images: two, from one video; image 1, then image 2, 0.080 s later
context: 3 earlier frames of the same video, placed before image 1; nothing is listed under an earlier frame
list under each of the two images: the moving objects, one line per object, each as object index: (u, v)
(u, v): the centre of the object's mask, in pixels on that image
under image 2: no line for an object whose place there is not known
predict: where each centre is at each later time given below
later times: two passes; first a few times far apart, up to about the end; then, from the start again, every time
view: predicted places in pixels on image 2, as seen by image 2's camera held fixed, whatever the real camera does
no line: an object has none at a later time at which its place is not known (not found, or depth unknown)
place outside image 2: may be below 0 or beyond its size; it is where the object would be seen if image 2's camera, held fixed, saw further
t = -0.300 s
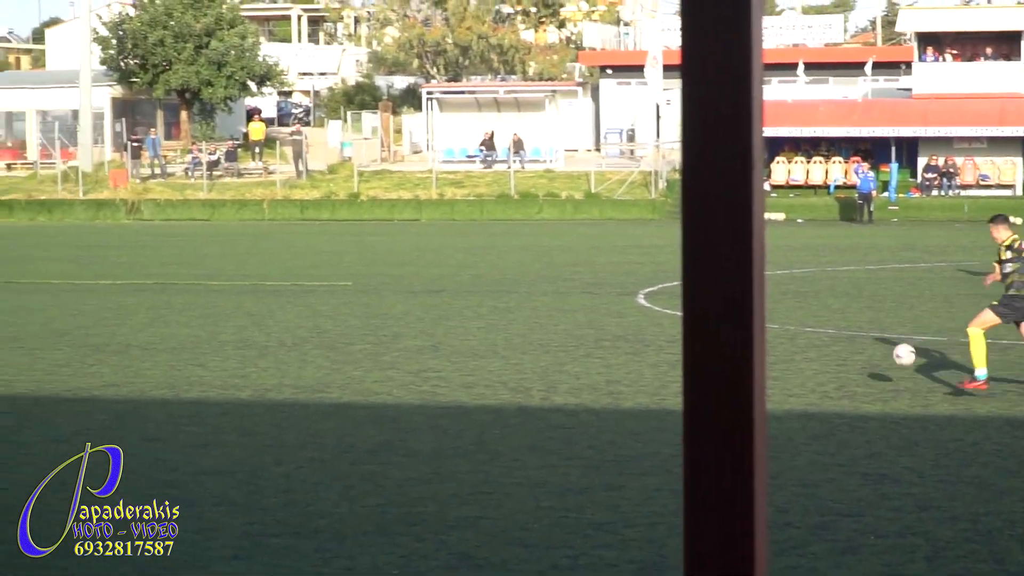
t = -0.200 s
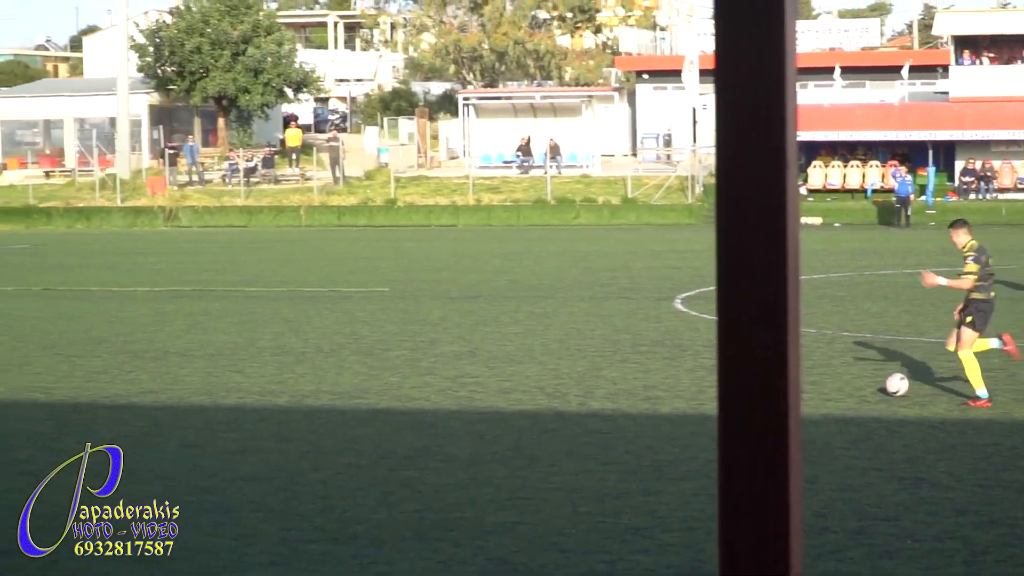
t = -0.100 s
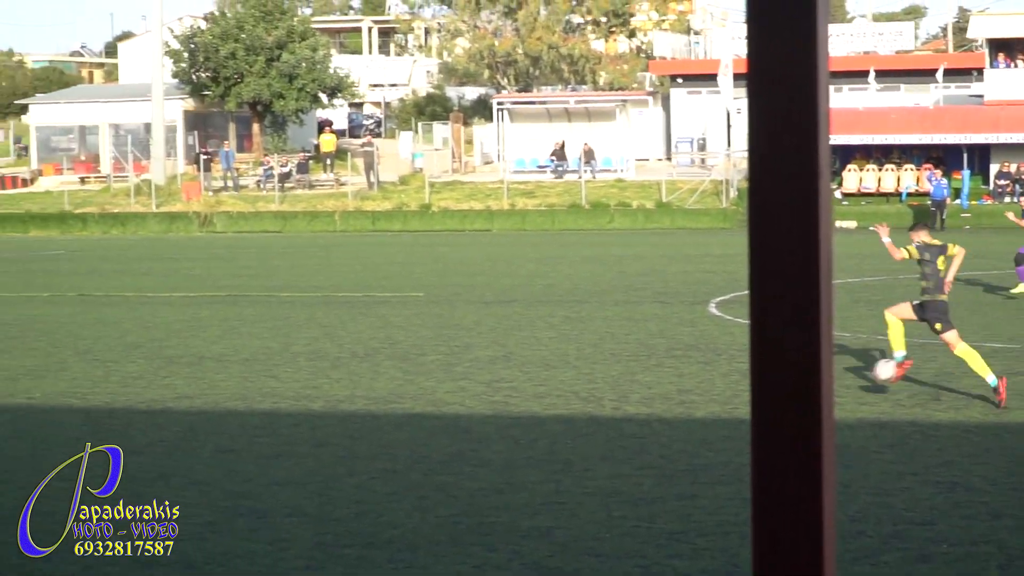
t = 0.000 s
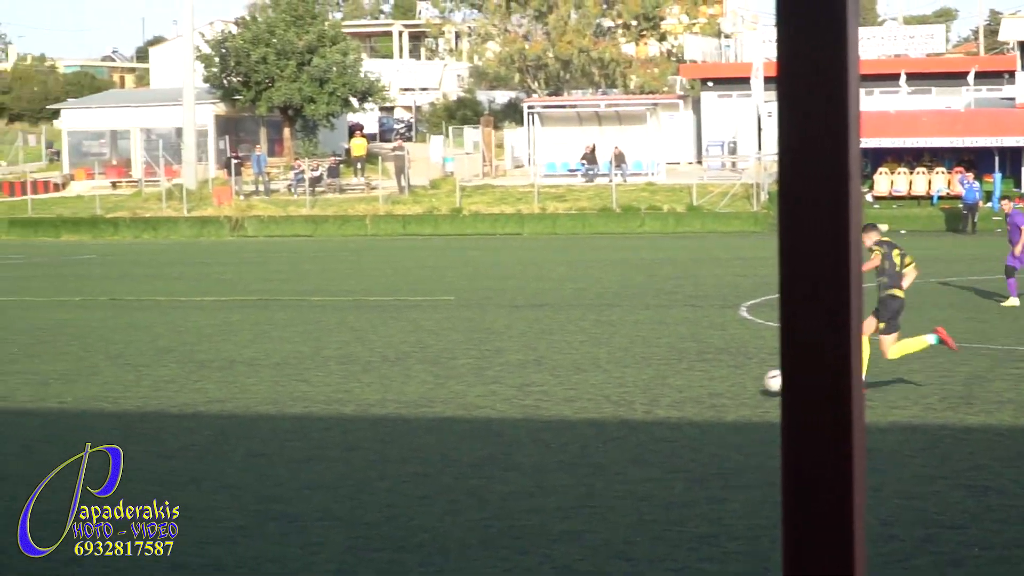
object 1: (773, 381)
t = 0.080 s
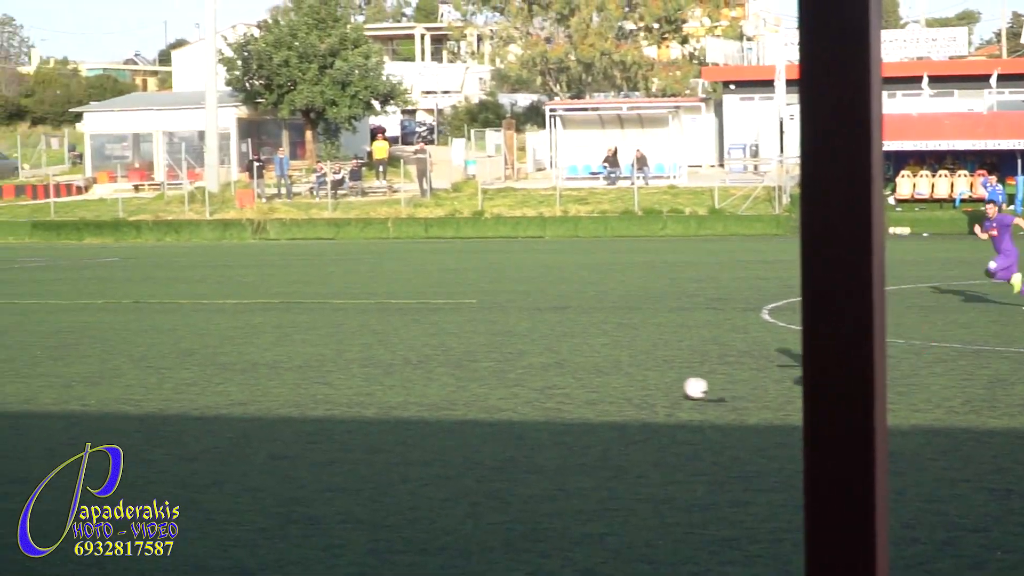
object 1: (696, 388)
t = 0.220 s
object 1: (547, 368)
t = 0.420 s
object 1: (350, 375)
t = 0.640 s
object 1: (173, 367)
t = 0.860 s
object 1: (29, 379)
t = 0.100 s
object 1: (673, 384)
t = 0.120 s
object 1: (652, 380)
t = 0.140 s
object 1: (631, 377)
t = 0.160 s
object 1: (609, 374)
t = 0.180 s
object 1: (589, 372)
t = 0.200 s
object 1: (568, 369)
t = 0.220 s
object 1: (547, 368)
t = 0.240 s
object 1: (526, 367)
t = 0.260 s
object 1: (506, 366)
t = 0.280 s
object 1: (486, 365)
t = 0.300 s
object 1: (466, 365)
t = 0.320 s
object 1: (446, 366)
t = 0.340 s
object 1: (427, 367)
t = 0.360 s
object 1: (407, 368)
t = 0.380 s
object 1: (388, 370)
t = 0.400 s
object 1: (369, 373)
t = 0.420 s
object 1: (350, 375)
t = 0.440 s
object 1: (331, 378)
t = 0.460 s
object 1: (312, 382)
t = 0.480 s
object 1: (293, 385)
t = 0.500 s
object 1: (278, 382)
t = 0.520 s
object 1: (263, 379)
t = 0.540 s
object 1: (247, 376)
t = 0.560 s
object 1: (232, 373)
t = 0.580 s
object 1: (217, 372)
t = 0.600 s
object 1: (202, 370)
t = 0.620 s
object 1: (186, 368)
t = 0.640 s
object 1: (173, 367)
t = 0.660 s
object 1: (160, 366)
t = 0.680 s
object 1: (147, 365)
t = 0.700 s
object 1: (134, 365)
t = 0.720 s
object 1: (121, 365)
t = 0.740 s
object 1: (107, 366)
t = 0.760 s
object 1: (94, 367)
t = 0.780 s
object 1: (81, 369)
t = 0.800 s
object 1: (68, 371)
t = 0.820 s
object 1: (55, 374)
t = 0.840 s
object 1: (42, 377)
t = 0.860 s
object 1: (29, 379)
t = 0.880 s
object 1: (18, 377)
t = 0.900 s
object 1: (7, 374)
